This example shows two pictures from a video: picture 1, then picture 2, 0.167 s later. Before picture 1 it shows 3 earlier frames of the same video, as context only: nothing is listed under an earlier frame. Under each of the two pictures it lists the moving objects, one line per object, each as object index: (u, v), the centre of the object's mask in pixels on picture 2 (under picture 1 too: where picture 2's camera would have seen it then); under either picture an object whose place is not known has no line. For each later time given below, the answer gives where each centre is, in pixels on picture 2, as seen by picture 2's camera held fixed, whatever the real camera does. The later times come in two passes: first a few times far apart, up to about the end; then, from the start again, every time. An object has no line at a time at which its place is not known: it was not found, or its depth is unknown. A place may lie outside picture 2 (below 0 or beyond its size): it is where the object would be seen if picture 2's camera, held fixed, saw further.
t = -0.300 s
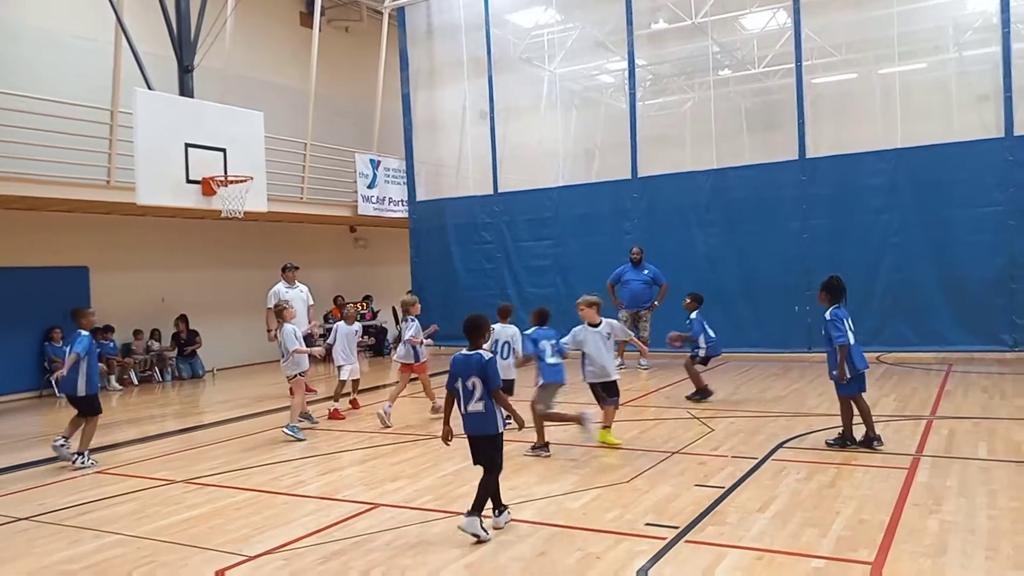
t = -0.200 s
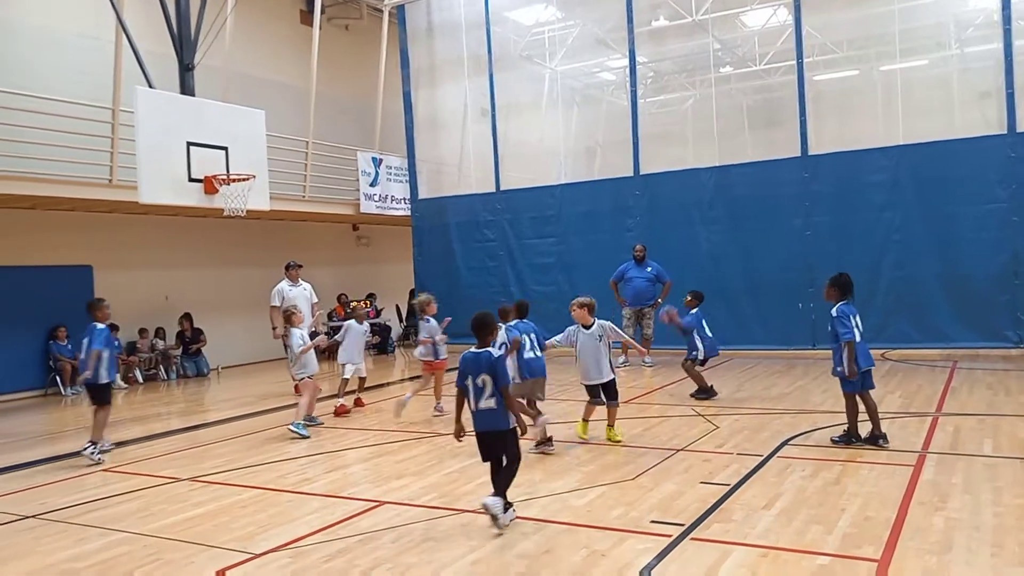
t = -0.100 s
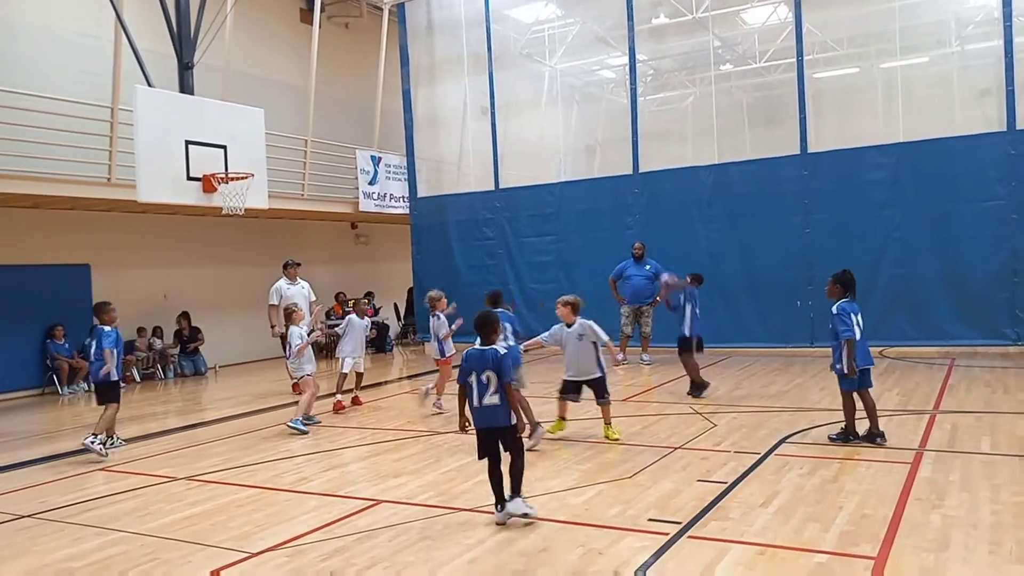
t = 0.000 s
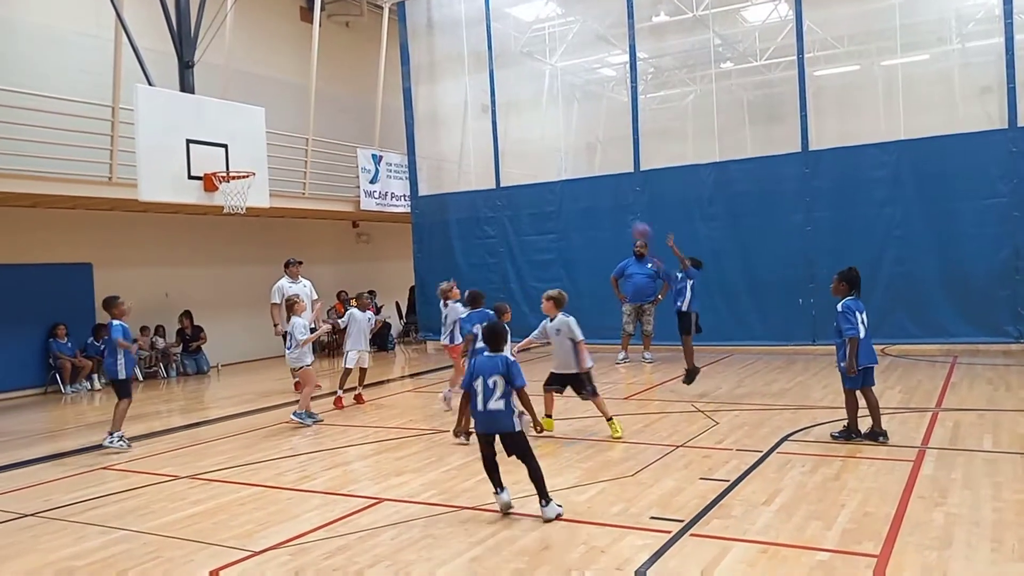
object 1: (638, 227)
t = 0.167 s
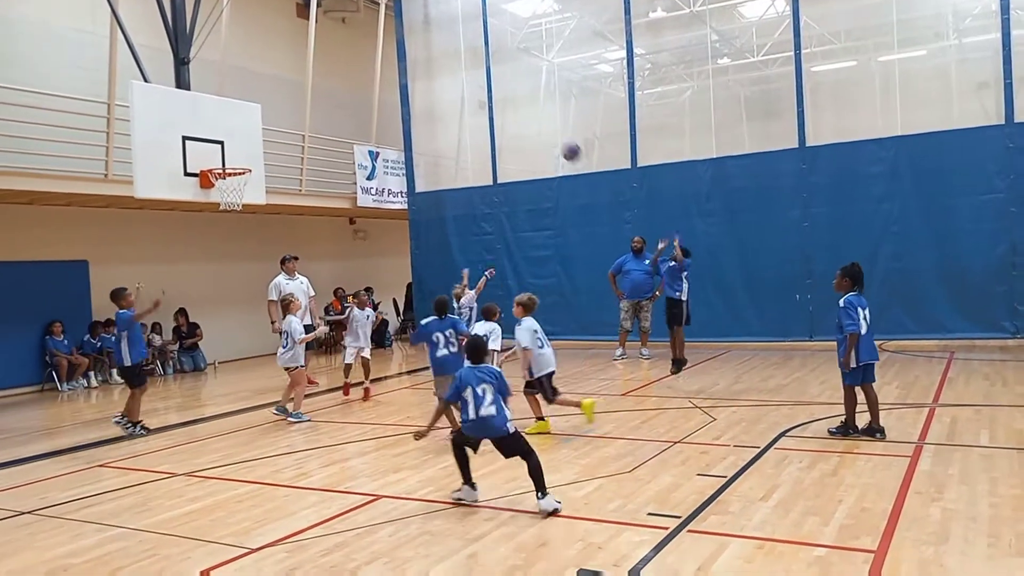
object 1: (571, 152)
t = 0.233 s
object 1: (545, 128)
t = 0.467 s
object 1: (455, 74)
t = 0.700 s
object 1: (368, 65)
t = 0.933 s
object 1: (284, 104)
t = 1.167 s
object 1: (218, 150)
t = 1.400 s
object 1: (192, 97)
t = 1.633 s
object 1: (165, 89)
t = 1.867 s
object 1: (136, 138)
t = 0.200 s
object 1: (558, 140)
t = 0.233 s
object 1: (545, 128)
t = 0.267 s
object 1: (532, 117)
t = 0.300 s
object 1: (519, 108)
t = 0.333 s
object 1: (506, 99)
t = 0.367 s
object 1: (493, 91)
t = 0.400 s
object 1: (481, 85)
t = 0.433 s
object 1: (467, 79)
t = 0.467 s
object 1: (455, 74)
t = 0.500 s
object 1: (442, 70)
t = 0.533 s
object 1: (430, 67)
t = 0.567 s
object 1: (418, 64)
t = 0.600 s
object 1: (406, 63)
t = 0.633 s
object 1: (392, 63)
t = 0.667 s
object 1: (380, 63)
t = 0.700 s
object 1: (368, 65)
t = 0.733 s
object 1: (355, 68)
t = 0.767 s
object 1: (344, 71)
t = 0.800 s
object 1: (332, 76)
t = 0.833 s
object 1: (321, 82)
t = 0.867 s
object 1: (309, 88)
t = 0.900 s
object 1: (296, 96)
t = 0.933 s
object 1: (284, 104)
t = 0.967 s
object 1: (273, 113)
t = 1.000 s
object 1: (262, 123)
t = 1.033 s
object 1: (251, 135)
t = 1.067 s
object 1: (240, 147)
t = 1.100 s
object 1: (229, 160)
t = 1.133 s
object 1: (222, 160)
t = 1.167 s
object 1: (218, 150)
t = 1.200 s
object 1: (215, 140)
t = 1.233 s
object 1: (211, 130)
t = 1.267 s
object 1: (207, 122)
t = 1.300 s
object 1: (204, 114)
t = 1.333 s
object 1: (200, 108)
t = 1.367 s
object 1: (196, 102)
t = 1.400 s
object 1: (192, 97)
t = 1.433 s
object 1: (188, 92)
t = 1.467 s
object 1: (185, 89)
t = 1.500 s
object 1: (181, 86)
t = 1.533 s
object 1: (177, 85)
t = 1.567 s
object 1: (173, 86)
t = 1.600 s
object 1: (169, 87)
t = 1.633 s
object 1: (165, 89)
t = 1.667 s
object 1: (161, 92)
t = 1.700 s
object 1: (157, 96)
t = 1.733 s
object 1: (153, 102)
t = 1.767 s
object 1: (149, 110)
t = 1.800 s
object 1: (145, 117)
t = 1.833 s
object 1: (141, 127)
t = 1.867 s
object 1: (136, 138)
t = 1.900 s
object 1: (132, 151)
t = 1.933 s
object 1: (129, 166)
